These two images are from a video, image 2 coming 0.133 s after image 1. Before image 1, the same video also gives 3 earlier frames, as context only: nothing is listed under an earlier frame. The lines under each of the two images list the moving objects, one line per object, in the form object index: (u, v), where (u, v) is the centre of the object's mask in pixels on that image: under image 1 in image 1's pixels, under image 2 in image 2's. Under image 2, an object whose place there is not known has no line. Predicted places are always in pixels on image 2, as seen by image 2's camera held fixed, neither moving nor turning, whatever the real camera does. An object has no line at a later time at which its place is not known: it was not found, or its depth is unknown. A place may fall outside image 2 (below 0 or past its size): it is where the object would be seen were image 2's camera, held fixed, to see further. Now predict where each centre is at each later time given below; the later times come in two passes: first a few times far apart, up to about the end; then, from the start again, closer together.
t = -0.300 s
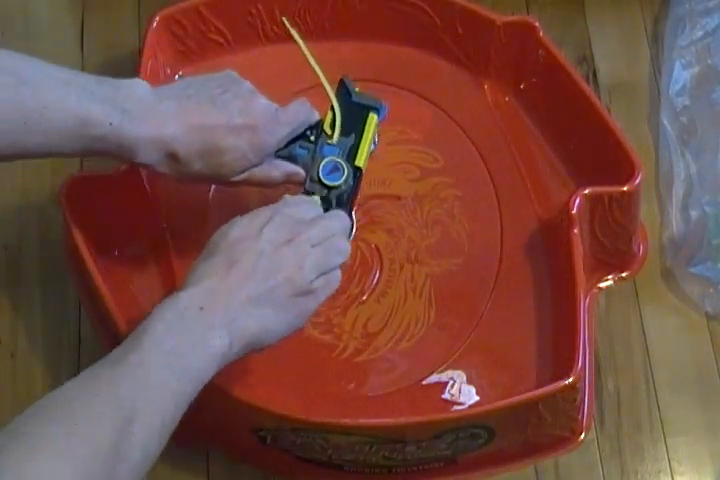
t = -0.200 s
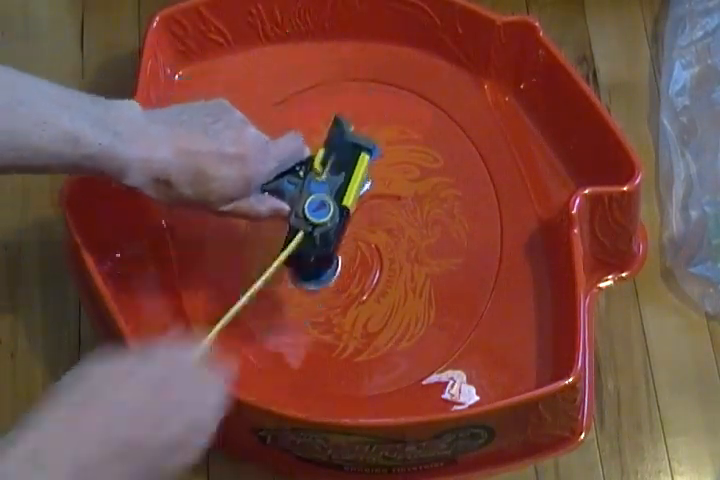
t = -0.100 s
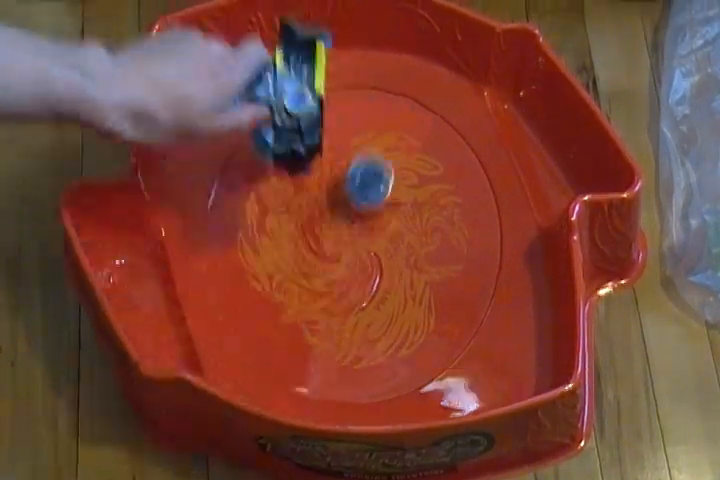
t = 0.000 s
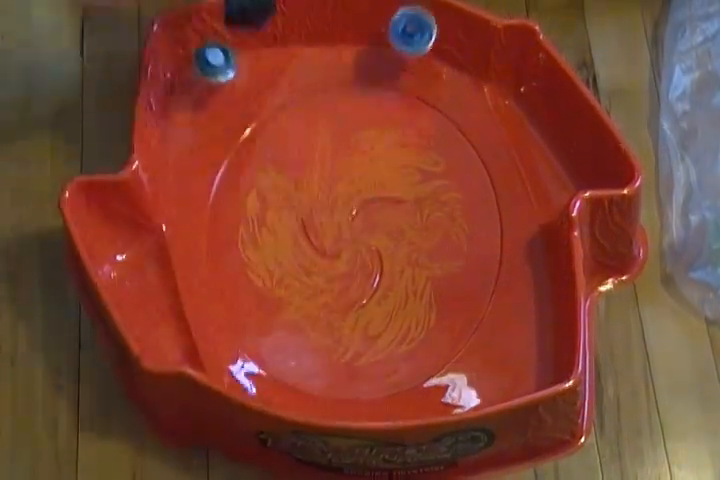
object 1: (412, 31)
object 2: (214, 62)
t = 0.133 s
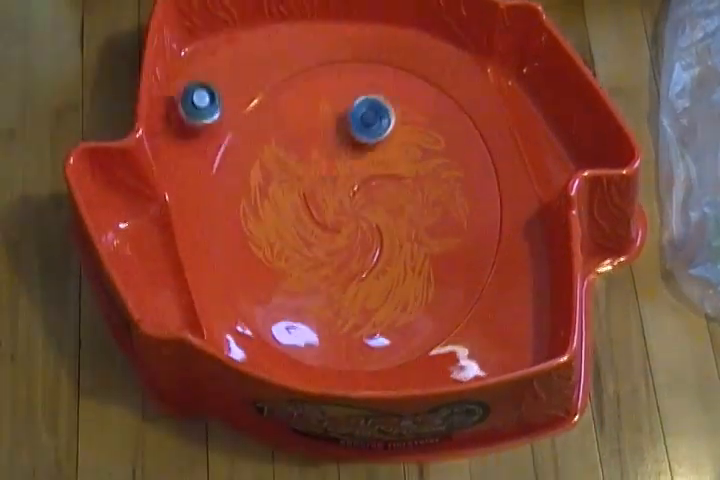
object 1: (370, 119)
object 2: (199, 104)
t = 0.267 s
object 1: (311, 197)
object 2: (235, 176)
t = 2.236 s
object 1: (541, 139)
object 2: (199, 174)
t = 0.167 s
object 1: (355, 131)
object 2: (206, 126)
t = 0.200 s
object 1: (339, 150)
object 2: (214, 146)
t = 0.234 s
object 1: (323, 175)
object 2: (224, 158)
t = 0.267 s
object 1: (311, 197)
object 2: (235, 176)
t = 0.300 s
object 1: (305, 213)
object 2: (249, 190)
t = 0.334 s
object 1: (299, 235)
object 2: (262, 201)
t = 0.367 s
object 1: (326, 295)
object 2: (248, 168)
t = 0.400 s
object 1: (361, 355)
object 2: (233, 135)
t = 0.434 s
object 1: (395, 365)
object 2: (224, 100)
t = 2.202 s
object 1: (539, 132)
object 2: (191, 161)
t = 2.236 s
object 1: (541, 139)
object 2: (199, 174)
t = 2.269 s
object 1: (546, 147)
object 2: (212, 186)
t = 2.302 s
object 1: (562, 148)
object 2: (228, 202)
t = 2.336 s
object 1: (564, 156)
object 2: (247, 218)
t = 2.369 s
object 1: (563, 166)
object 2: (269, 237)
